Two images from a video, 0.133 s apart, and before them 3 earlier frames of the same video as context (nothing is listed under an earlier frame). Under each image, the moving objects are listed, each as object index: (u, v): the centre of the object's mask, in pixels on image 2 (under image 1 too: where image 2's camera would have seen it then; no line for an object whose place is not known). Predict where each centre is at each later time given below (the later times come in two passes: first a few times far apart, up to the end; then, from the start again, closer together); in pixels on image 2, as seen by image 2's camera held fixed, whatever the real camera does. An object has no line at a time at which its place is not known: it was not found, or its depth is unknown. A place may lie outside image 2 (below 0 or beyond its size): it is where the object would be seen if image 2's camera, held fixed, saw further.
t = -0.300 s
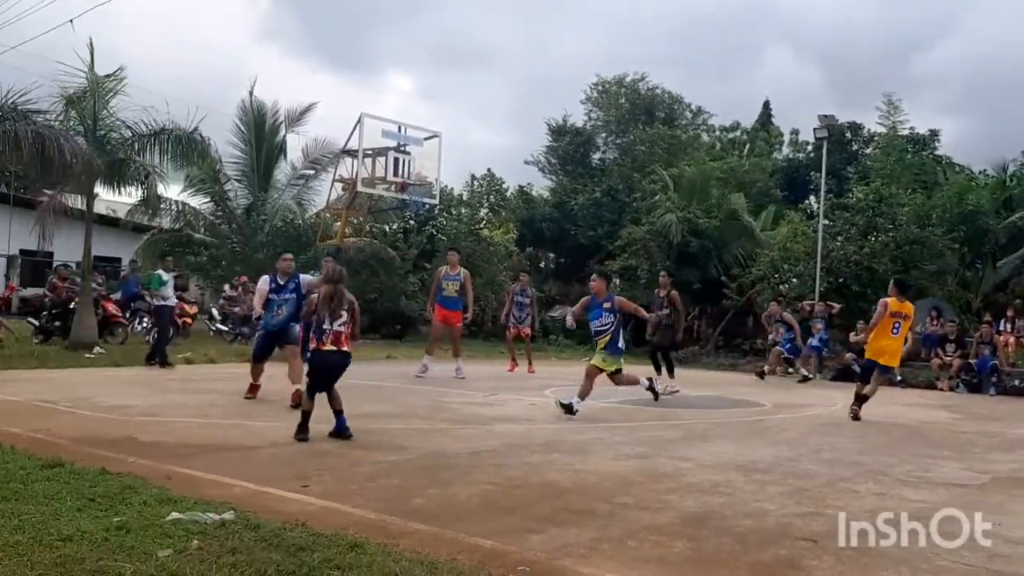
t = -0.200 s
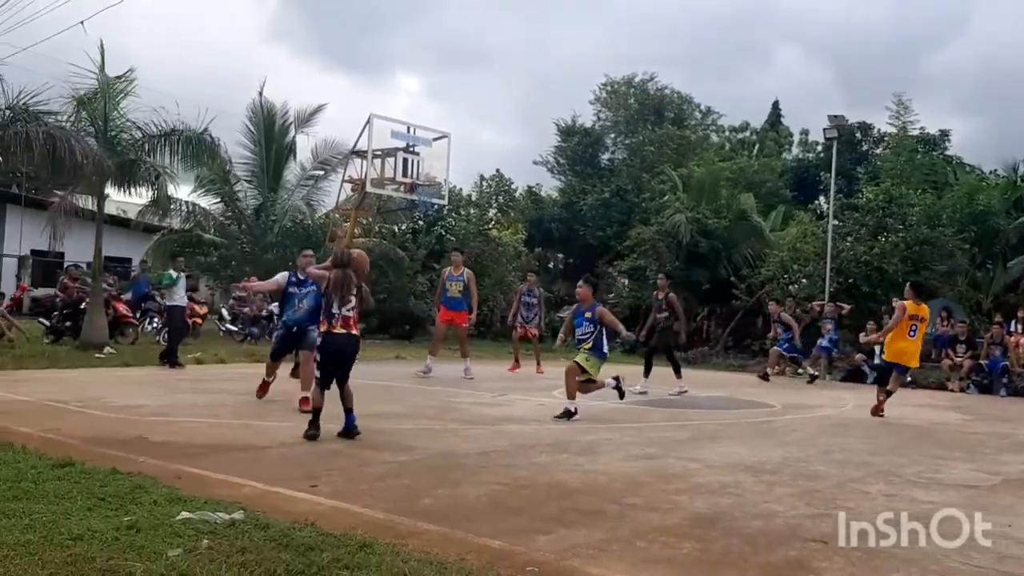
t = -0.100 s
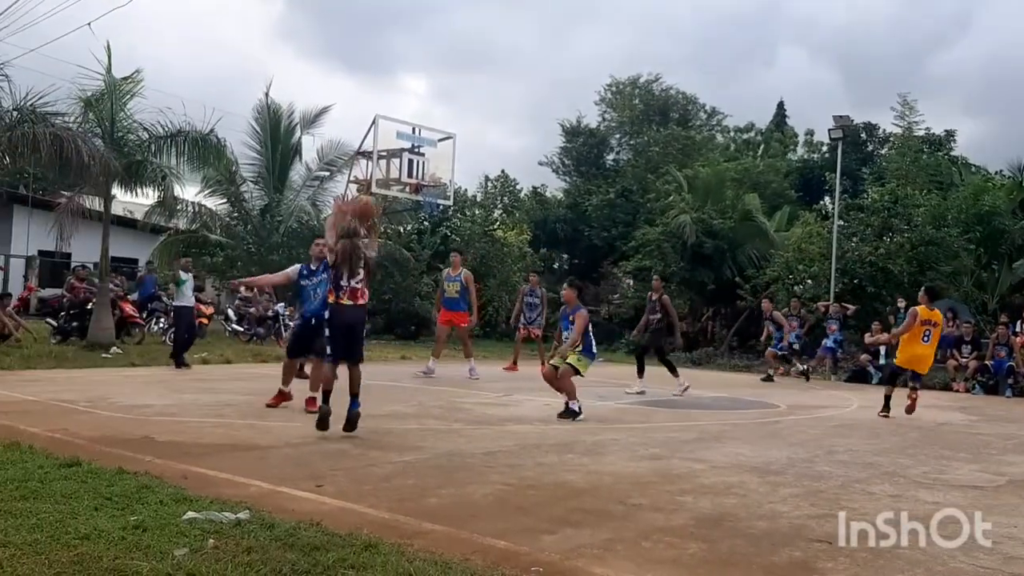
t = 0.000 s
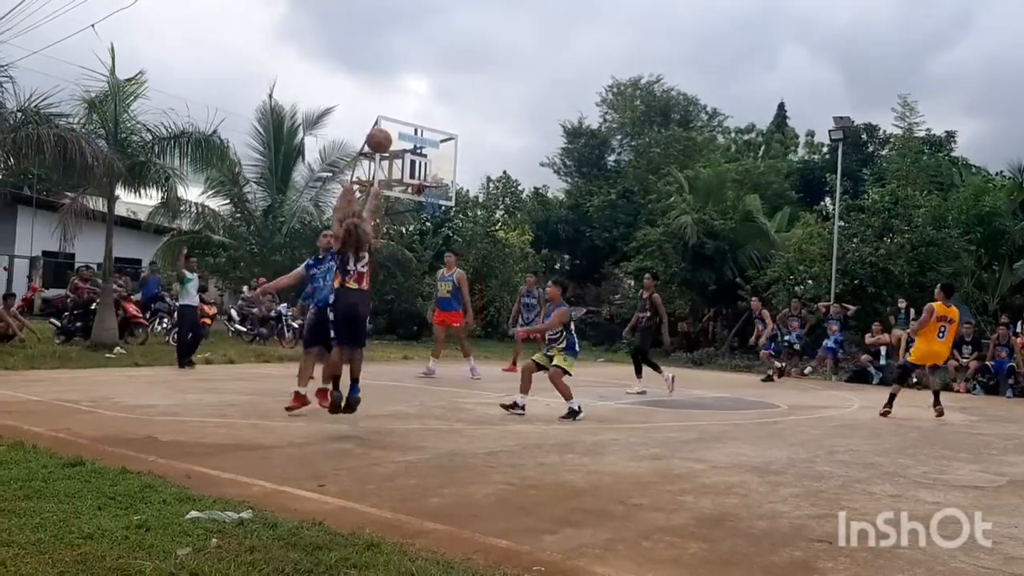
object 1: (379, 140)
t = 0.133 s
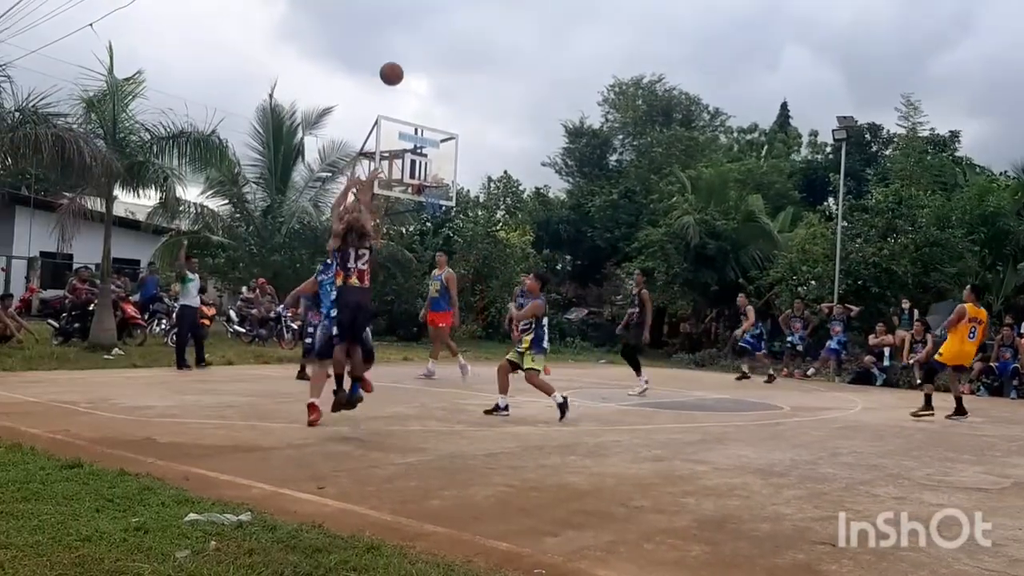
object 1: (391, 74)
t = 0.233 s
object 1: (399, 41)
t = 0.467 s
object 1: (413, 9)
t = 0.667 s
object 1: (421, 20)
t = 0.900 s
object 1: (426, 64)
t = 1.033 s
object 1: (428, 102)
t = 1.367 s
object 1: (424, 162)
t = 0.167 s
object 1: (394, 61)
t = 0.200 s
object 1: (397, 50)
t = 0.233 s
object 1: (399, 41)
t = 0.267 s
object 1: (401, 33)
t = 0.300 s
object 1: (404, 26)
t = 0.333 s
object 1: (406, 21)
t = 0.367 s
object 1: (408, 16)
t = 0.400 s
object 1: (410, 13)
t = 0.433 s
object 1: (412, 11)
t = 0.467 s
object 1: (413, 9)
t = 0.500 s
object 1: (415, 9)
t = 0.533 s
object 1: (416, 9)
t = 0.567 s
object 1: (418, 11)
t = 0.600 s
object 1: (419, 13)
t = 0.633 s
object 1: (420, 16)
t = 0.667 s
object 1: (421, 20)
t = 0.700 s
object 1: (422, 24)
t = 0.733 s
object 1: (423, 29)
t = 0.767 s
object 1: (424, 35)
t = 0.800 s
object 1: (425, 42)
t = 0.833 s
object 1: (425, 49)
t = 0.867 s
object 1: (426, 56)
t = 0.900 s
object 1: (426, 64)
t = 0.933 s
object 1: (427, 73)
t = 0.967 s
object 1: (427, 82)
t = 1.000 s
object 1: (427, 92)
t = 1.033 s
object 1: (428, 102)
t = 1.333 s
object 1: (425, 165)
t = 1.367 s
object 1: (424, 162)
